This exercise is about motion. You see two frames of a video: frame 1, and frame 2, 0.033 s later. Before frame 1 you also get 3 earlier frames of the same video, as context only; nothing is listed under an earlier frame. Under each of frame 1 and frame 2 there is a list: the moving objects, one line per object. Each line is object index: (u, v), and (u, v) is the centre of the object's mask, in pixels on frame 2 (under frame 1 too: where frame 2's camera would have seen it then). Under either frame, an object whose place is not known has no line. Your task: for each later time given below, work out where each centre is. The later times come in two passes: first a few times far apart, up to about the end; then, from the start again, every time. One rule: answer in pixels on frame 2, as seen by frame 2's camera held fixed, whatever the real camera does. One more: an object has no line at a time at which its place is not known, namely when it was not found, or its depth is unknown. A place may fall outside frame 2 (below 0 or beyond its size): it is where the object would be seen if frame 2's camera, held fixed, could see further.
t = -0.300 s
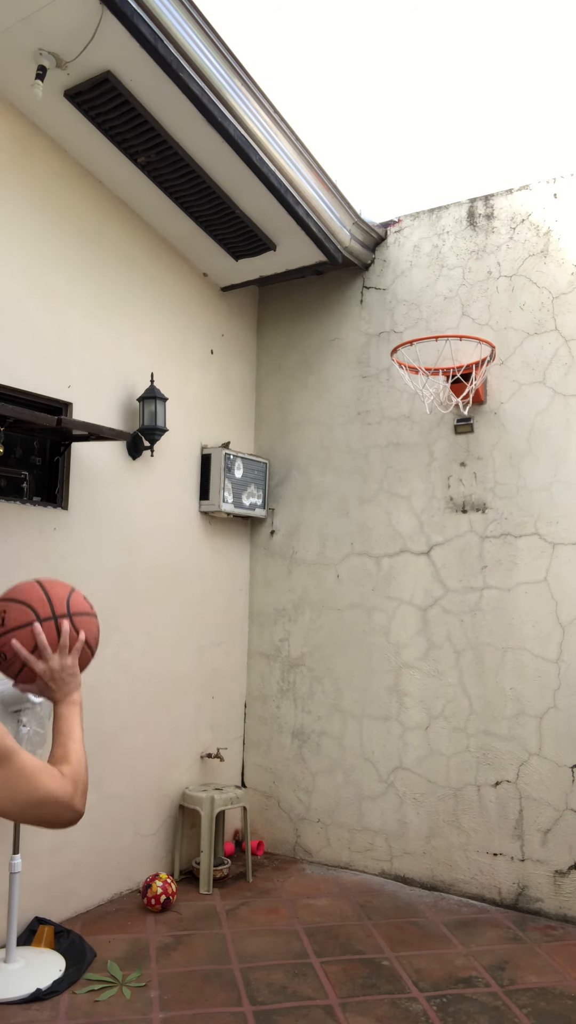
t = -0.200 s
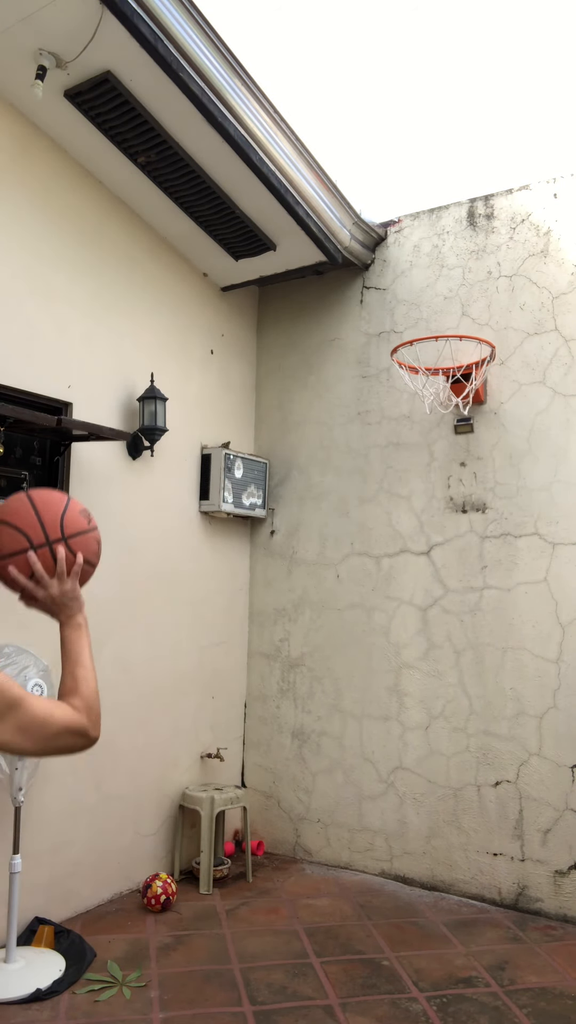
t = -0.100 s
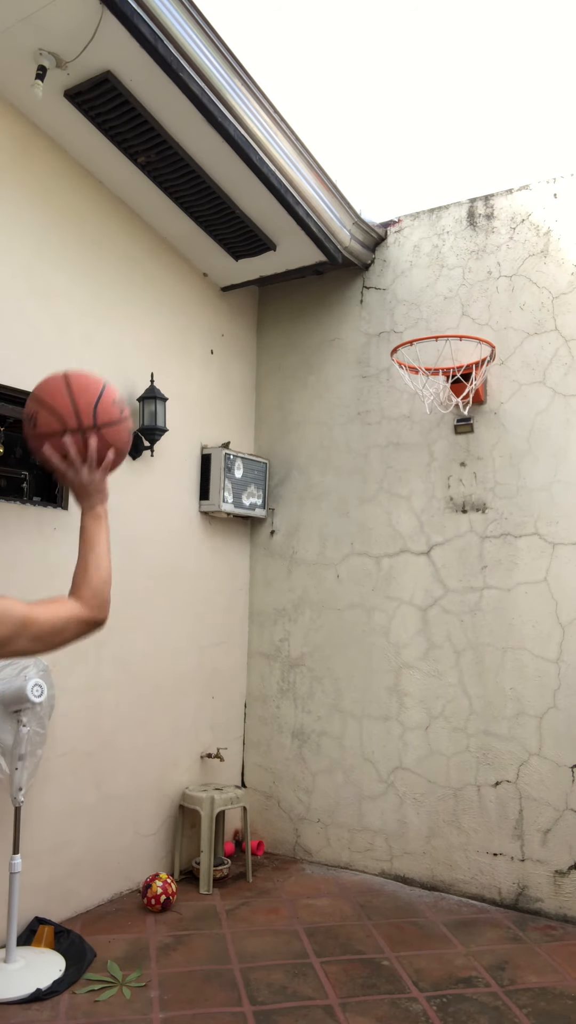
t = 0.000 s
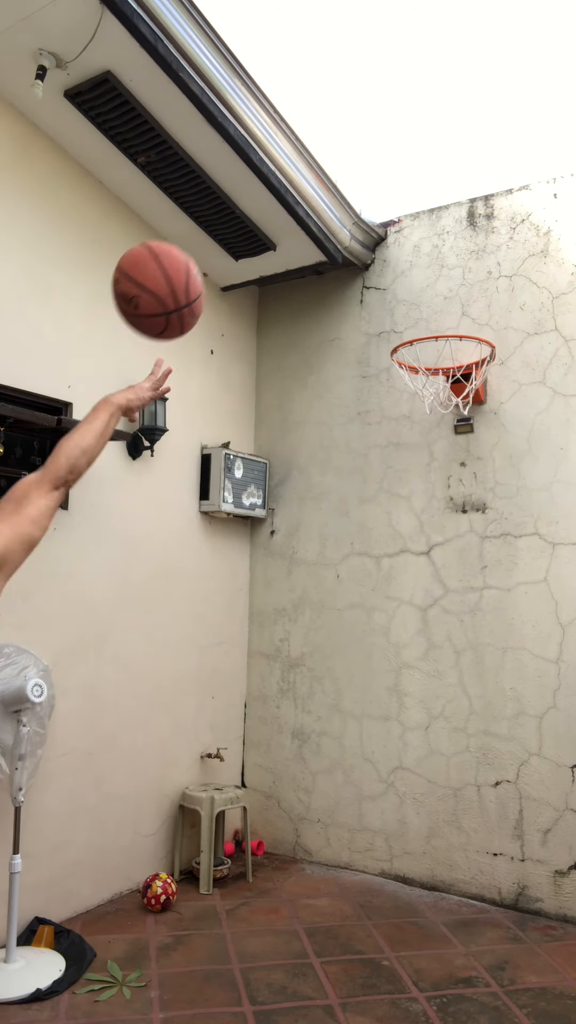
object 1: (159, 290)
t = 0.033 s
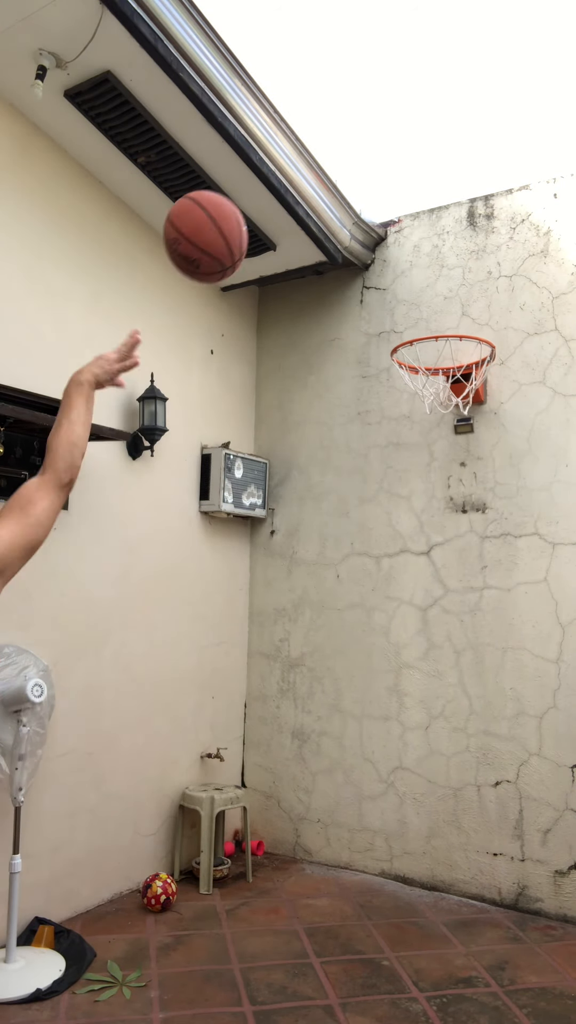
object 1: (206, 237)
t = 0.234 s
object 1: (307, 187)
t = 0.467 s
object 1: (381, 253)
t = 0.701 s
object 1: (418, 319)
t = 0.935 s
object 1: (435, 400)
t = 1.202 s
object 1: (450, 512)
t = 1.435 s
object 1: (441, 686)
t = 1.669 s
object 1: (437, 866)
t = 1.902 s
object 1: (452, 674)
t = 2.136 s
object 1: (470, 604)
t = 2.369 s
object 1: (493, 686)
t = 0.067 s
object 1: (226, 218)
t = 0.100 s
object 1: (245, 205)
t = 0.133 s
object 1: (262, 196)
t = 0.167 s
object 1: (278, 189)
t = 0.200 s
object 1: (293, 186)
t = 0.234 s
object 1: (307, 187)
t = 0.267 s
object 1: (320, 190)
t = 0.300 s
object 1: (332, 195)
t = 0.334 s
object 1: (343, 203)
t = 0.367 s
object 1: (353, 213)
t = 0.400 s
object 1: (363, 225)
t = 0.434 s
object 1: (373, 238)
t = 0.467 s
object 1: (381, 253)
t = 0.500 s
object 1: (390, 269)
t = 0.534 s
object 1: (397, 288)
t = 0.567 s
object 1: (404, 308)
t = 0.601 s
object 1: (409, 318)
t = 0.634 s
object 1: (412, 316)
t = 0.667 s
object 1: (415, 317)
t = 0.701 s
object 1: (418, 319)
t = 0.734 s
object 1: (420, 323)
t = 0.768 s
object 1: (423, 336)
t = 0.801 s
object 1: (426, 347)
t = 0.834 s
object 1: (429, 360)
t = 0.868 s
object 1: (431, 371)
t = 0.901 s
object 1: (434, 387)
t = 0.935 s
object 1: (435, 400)
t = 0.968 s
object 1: (439, 412)
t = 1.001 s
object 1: (443, 425)
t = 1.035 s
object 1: (446, 440)
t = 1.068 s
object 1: (450, 457)
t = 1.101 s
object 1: (452, 475)
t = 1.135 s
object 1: (452, 486)
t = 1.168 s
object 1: (451, 497)
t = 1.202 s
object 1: (450, 512)
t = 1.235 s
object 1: (448, 529)
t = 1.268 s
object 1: (447, 548)
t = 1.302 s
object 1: (446, 570)
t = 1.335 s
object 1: (445, 594)
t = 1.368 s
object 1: (443, 622)
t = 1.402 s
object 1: (442, 652)
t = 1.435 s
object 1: (441, 686)
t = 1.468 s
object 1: (440, 724)
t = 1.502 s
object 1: (439, 765)
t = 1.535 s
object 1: (437, 810)
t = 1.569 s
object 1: (436, 859)
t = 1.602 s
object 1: (434, 913)
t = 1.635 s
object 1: (435, 902)
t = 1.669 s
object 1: (437, 866)
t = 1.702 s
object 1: (440, 832)
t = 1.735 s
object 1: (442, 800)
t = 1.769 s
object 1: (444, 770)
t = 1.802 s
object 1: (446, 743)
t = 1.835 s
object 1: (448, 718)
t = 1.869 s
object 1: (450, 695)
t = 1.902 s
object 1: (452, 674)
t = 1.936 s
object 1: (455, 657)
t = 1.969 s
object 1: (457, 641)
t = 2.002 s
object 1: (460, 628)
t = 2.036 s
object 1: (462, 618)
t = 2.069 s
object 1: (465, 610)
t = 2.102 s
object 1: (467, 606)
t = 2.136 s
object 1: (470, 604)
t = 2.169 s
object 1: (473, 605)
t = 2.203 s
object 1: (476, 610)
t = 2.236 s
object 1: (479, 618)
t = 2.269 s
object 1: (483, 629)
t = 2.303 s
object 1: (486, 644)
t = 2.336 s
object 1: (489, 663)
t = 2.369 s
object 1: (493, 686)
